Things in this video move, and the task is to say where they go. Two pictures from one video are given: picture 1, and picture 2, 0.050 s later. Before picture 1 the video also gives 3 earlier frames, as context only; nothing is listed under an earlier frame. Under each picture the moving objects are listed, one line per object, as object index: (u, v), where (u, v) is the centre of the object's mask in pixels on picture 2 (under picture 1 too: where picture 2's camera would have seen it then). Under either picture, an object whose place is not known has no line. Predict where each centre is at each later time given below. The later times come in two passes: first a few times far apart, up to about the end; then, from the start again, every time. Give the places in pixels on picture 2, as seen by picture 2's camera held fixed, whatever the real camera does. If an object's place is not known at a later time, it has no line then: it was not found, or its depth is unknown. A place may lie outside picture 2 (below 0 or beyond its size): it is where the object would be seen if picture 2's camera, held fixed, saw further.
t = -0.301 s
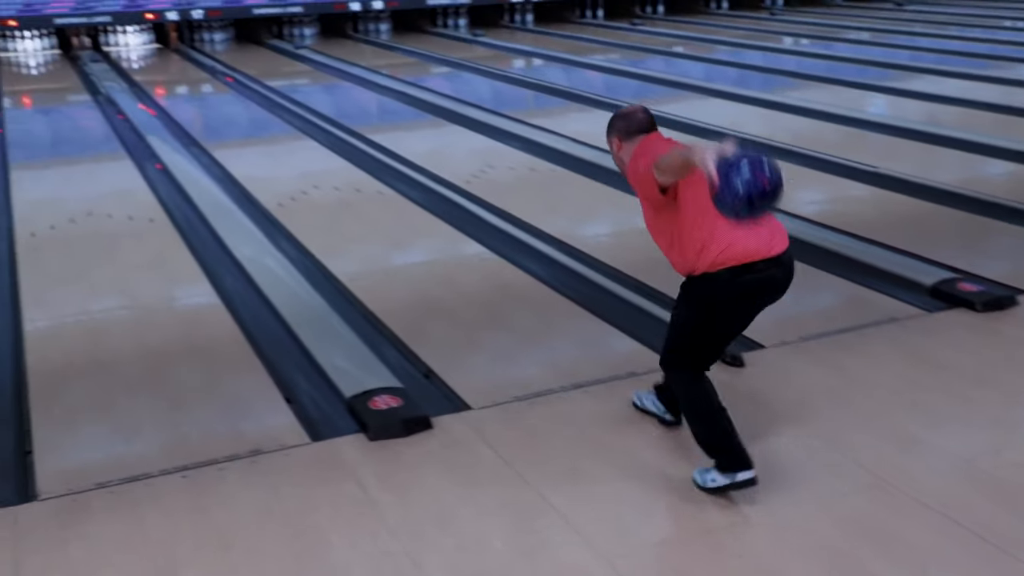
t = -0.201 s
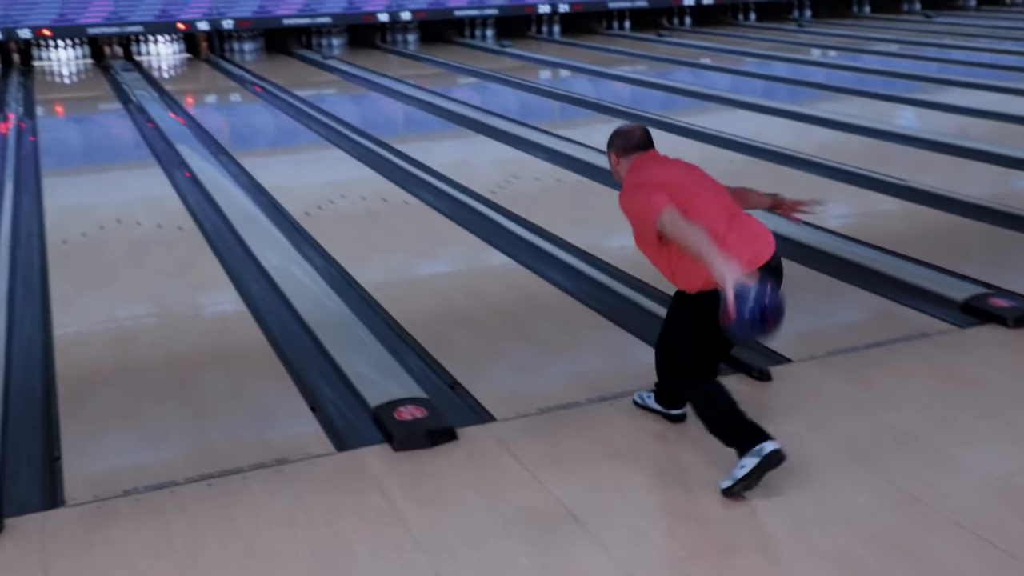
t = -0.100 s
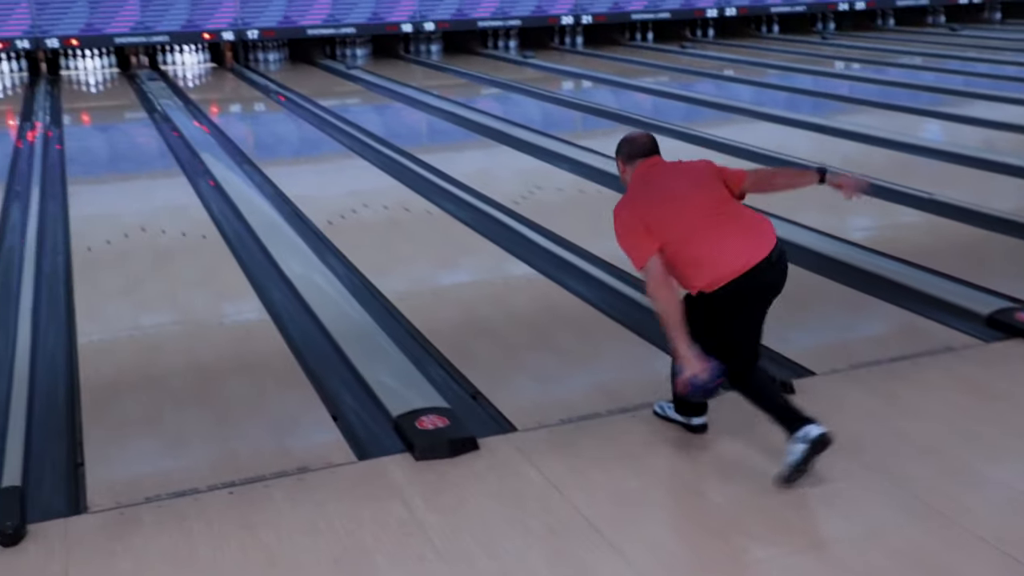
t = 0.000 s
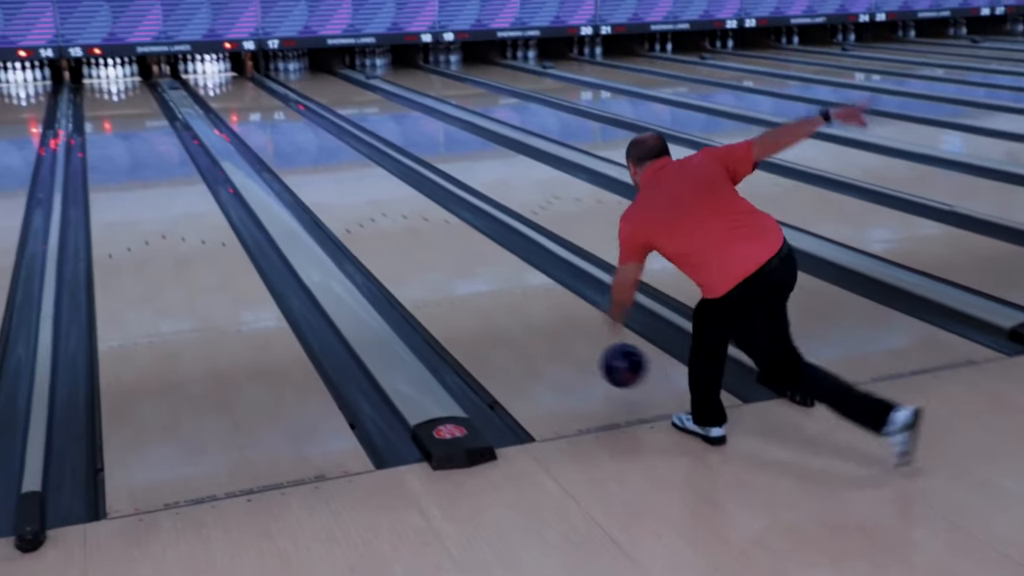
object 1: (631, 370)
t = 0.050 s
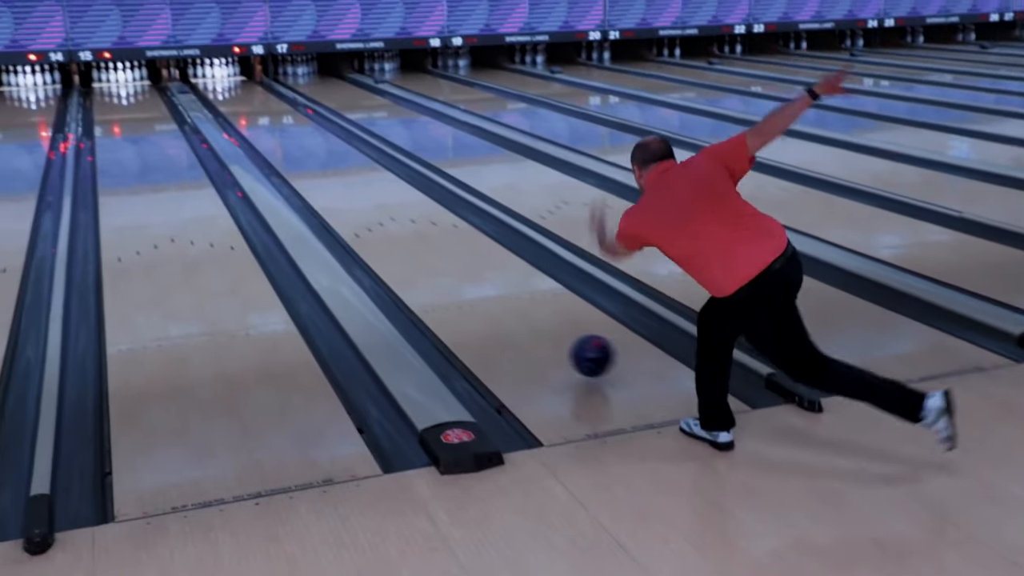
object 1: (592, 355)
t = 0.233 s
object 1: (483, 288)
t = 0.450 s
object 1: (401, 230)
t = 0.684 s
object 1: (341, 188)
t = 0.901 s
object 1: (301, 159)
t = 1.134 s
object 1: (270, 136)
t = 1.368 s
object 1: (246, 119)
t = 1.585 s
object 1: (230, 105)
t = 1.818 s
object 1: (218, 94)
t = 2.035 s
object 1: (215, 85)
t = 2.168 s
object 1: (214, 80)
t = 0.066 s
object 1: (579, 352)
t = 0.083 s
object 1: (568, 346)
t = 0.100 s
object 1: (556, 337)
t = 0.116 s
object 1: (546, 330)
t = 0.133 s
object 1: (536, 324)
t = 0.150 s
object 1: (527, 318)
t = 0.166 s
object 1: (517, 312)
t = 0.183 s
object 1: (509, 305)
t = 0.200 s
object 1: (500, 300)
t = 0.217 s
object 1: (491, 294)
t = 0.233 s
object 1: (483, 288)
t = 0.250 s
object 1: (476, 283)
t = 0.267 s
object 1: (468, 278)
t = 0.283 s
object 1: (461, 272)
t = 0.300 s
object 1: (454, 268)
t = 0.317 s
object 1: (448, 263)
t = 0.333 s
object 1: (441, 258)
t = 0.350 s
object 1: (434, 254)
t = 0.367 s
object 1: (428, 250)
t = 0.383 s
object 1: (423, 246)
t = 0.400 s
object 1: (417, 242)
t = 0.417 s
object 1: (412, 238)
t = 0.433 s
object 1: (407, 234)
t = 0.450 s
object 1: (401, 230)
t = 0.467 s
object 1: (396, 227)
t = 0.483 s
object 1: (391, 223)
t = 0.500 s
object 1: (386, 220)
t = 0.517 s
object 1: (381, 217)
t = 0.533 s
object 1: (376, 213)
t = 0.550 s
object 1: (372, 210)
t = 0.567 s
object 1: (368, 207)
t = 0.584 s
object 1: (363, 204)
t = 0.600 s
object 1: (360, 201)
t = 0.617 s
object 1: (356, 198)
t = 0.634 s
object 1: (352, 196)
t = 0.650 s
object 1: (348, 193)
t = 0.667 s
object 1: (344, 190)
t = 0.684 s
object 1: (341, 188)
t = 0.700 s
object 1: (337, 185)
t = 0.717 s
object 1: (334, 183)
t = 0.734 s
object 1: (330, 180)
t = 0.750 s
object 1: (327, 178)
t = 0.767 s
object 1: (324, 176)
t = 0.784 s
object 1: (321, 174)
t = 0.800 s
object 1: (318, 171)
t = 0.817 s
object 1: (315, 169)
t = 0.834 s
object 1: (312, 167)
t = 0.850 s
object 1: (309, 165)
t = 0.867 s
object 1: (306, 163)
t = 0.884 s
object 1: (304, 161)
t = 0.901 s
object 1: (301, 159)
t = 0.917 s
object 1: (299, 158)
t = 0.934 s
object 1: (296, 156)
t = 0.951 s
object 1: (294, 154)
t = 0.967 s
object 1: (291, 152)
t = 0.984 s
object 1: (289, 150)
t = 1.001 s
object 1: (287, 149)
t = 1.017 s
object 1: (284, 147)
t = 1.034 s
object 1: (282, 145)
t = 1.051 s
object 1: (280, 144)
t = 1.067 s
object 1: (278, 143)
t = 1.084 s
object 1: (276, 141)
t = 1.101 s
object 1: (274, 139)
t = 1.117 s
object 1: (272, 138)
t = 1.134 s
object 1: (270, 136)
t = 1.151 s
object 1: (268, 135)
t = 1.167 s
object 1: (266, 134)
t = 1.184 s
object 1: (264, 132)
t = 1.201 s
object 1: (262, 131)
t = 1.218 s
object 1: (261, 130)
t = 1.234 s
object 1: (259, 128)
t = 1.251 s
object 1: (257, 127)
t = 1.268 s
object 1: (255, 126)
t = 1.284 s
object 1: (254, 125)
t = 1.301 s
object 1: (252, 123)
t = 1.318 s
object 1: (251, 122)
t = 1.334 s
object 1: (249, 121)
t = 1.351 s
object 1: (248, 120)
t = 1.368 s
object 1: (246, 119)
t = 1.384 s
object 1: (245, 117)
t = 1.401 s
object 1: (244, 116)
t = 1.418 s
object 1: (242, 115)
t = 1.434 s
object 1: (241, 114)
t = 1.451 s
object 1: (240, 113)
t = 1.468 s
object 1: (238, 112)
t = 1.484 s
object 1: (237, 111)
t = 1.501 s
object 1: (236, 110)
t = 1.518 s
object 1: (235, 109)
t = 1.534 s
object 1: (234, 108)
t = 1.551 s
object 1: (232, 107)
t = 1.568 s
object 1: (231, 106)
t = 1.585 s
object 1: (230, 105)
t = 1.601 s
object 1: (229, 105)
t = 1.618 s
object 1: (228, 104)
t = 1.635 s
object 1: (227, 102)
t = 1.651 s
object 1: (226, 102)
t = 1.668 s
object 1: (225, 101)
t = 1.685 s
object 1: (224, 100)
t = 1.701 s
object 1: (223, 99)
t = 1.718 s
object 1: (222, 98)
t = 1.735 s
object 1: (222, 97)
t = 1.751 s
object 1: (220, 97)
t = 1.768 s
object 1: (220, 96)
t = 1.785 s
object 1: (219, 95)
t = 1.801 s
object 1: (219, 94)
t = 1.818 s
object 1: (218, 94)
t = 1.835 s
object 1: (218, 93)
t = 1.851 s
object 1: (217, 93)
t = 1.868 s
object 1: (216, 92)
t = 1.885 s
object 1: (216, 91)
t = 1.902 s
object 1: (216, 90)
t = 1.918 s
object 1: (215, 89)
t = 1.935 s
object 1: (215, 89)
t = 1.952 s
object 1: (215, 88)
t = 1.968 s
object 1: (215, 87)
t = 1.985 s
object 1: (215, 87)
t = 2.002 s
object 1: (215, 86)
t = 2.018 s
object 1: (215, 86)
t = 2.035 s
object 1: (215, 85)
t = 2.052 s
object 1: (214, 84)
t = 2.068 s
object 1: (214, 83)
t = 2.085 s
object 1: (214, 83)
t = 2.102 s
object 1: (214, 82)
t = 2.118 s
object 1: (214, 82)
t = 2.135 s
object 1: (214, 81)
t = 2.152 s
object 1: (214, 80)
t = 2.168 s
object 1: (214, 80)
